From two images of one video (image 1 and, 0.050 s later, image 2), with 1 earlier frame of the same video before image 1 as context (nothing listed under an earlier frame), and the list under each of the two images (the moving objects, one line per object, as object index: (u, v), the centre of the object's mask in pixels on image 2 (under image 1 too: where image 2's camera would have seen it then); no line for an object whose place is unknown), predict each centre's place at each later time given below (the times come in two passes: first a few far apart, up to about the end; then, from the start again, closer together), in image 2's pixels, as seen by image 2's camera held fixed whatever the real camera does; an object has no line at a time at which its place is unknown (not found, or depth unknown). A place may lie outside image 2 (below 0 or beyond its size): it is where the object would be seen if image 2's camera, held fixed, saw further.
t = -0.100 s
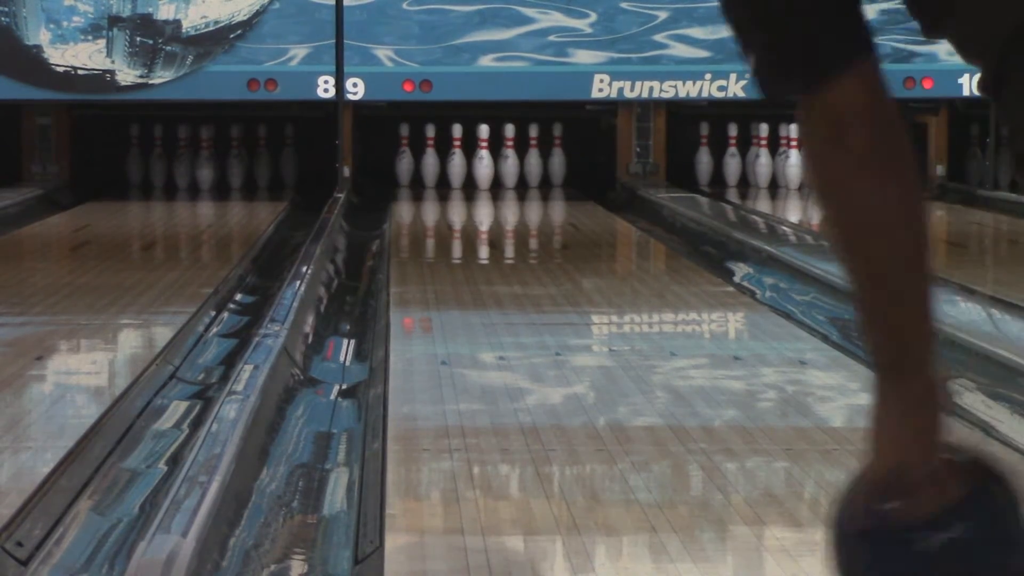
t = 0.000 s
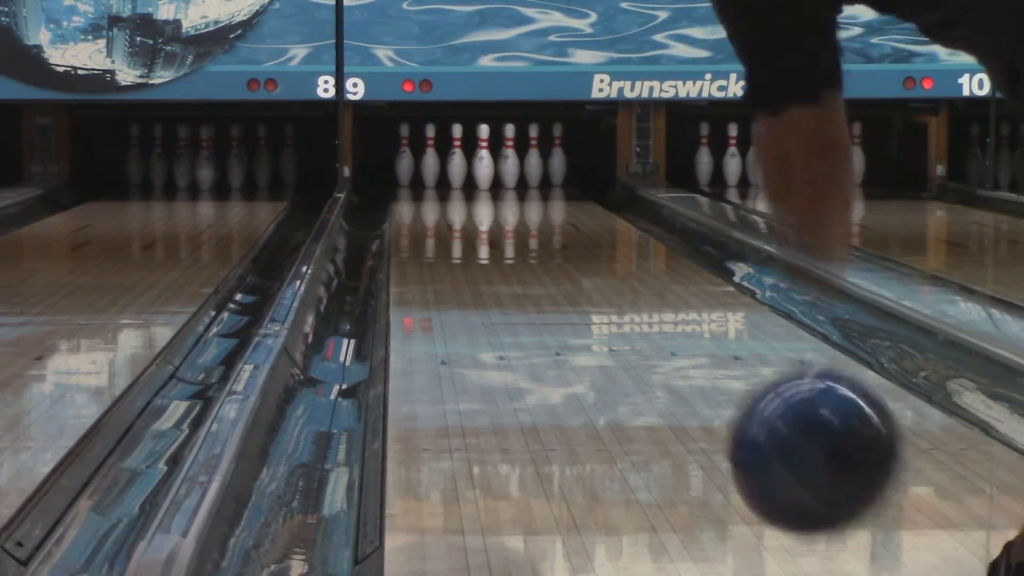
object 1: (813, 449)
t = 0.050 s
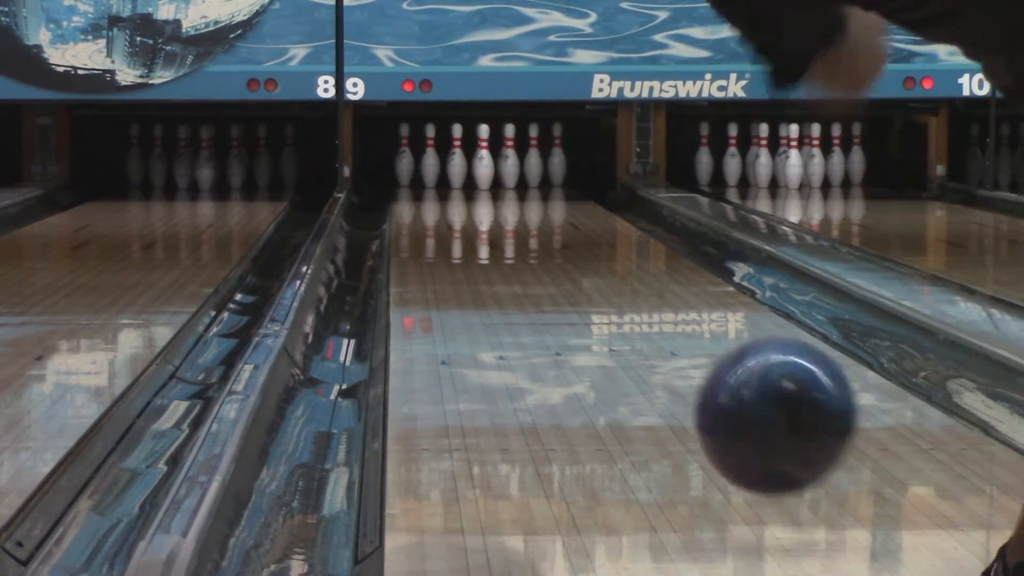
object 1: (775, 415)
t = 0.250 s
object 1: (664, 378)
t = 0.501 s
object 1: (579, 322)
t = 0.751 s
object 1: (527, 281)
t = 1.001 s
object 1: (492, 252)
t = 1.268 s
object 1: (466, 229)
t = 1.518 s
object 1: (447, 212)
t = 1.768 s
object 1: (437, 200)
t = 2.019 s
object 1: (438, 189)
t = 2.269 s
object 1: (449, 181)
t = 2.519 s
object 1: (471, 174)
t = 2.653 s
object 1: (478, 172)
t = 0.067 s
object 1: (764, 408)
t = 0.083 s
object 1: (752, 404)
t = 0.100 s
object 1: (742, 401)
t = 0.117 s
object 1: (732, 401)
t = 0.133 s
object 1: (722, 403)
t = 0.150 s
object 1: (712, 406)
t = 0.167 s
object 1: (703, 411)
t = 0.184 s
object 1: (694, 406)
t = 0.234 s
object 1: (670, 381)
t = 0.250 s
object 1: (664, 378)
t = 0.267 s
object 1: (655, 374)
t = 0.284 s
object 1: (650, 373)
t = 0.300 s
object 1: (643, 369)
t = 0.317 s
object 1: (638, 365)
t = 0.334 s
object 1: (630, 360)
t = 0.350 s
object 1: (625, 356)
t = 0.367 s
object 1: (619, 352)
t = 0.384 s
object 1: (614, 347)
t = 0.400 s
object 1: (608, 344)
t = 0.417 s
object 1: (603, 341)
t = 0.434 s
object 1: (598, 337)
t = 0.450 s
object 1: (593, 333)
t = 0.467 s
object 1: (588, 329)
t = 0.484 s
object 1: (584, 326)
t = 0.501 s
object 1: (579, 322)
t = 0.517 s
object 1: (575, 318)
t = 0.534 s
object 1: (571, 315)
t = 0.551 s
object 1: (567, 312)
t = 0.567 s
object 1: (563, 309)
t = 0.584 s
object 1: (559, 307)
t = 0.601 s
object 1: (556, 304)
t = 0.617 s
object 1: (552, 301)
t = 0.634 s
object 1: (549, 299)
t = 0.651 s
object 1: (545, 296)
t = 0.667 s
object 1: (542, 293)
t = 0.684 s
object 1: (539, 290)
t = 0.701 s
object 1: (535, 288)
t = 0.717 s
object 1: (532, 286)
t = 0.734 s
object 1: (529, 283)
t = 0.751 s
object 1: (527, 281)
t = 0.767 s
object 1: (524, 279)
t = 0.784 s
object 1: (521, 277)
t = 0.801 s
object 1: (518, 275)
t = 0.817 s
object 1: (516, 272)
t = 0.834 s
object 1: (513, 270)
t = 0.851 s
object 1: (511, 268)
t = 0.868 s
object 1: (508, 267)
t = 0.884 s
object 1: (506, 265)
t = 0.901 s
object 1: (504, 263)
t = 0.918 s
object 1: (502, 261)
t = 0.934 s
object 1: (499, 259)
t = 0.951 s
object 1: (497, 257)
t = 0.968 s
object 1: (495, 255)
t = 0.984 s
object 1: (494, 254)
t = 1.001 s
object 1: (492, 252)
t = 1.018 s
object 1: (489, 250)
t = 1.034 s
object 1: (488, 249)
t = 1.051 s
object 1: (485, 247)
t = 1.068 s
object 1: (484, 246)
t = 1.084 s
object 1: (483, 244)
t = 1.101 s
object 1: (480, 242)
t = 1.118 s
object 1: (478, 241)
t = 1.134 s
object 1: (476, 239)
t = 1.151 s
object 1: (475, 238)
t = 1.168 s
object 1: (474, 237)
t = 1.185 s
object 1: (472, 235)
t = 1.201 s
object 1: (471, 234)
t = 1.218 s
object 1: (469, 233)
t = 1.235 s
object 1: (468, 231)
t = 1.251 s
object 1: (467, 230)
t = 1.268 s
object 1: (466, 229)
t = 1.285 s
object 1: (464, 227)
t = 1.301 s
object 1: (463, 226)
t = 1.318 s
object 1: (461, 226)
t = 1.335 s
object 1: (459, 224)
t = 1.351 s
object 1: (458, 222)
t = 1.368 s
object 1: (457, 222)
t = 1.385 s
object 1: (456, 221)
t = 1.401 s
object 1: (455, 219)
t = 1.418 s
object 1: (453, 218)
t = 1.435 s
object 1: (452, 217)
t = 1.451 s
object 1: (451, 216)
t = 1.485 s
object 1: (449, 214)
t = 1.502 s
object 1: (449, 213)
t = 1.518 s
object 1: (447, 212)
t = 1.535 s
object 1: (447, 212)
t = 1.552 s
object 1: (445, 211)
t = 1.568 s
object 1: (445, 209)
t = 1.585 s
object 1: (444, 209)
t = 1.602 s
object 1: (443, 208)
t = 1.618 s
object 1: (442, 207)
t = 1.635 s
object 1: (442, 206)
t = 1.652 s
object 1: (441, 205)
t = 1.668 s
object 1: (440, 204)
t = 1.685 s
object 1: (440, 203)
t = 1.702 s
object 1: (439, 203)
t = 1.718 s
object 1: (439, 202)
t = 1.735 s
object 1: (438, 201)
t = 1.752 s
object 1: (438, 201)
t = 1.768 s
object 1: (437, 200)
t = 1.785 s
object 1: (437, 199)
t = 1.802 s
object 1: (437, 198)
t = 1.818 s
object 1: (436, 197)
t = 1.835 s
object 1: (436, 197)
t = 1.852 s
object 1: (436, 196)
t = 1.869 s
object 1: (437, 195)
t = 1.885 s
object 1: (437, 194)
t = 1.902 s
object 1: (436, 194)
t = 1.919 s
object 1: (437, 193)
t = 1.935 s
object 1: (436, 192)
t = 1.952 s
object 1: (437, 192)
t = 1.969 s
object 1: (437, 191)
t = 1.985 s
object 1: (437, 190)
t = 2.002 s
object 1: (438, 190)
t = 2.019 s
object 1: (438, 189)
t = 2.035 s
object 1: (438, 188)
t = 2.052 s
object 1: (439, 188)
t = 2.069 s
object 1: (439, 187)
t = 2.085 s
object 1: (440, 187)
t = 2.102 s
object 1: (441, 186)
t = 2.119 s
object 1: (441, 186)
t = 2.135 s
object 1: (441, 185)
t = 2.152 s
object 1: (442, 184)
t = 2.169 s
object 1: (443, 184)
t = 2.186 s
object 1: (444, 183)
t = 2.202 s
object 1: (444, 183)
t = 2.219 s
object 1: (445, 182)
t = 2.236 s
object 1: (446, 182)
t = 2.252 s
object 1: (448, 182)
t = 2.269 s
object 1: (449, 181)
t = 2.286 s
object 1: (451, 181)
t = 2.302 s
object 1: (451, 180)
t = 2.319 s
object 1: (452, 180)
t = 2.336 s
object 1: (453, 179)
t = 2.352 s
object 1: (453, 180)
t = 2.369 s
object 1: (455, 180)
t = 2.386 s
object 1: (457, 180)
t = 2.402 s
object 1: (459, 179)
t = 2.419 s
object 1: (461, 179)
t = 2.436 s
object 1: (462, 178)
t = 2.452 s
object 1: (463, 178)
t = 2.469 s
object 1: (464, 178)
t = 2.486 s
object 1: (466, 178)
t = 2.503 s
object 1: (469, 174)
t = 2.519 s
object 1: (471, 174)
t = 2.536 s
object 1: (472, 174)
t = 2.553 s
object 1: (474, 174)
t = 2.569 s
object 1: (474, 173)
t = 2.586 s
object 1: (474, 173)
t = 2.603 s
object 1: (475, 173)
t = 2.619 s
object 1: (475, 174)
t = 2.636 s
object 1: (476, 172)
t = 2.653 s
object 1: (478, 172)
